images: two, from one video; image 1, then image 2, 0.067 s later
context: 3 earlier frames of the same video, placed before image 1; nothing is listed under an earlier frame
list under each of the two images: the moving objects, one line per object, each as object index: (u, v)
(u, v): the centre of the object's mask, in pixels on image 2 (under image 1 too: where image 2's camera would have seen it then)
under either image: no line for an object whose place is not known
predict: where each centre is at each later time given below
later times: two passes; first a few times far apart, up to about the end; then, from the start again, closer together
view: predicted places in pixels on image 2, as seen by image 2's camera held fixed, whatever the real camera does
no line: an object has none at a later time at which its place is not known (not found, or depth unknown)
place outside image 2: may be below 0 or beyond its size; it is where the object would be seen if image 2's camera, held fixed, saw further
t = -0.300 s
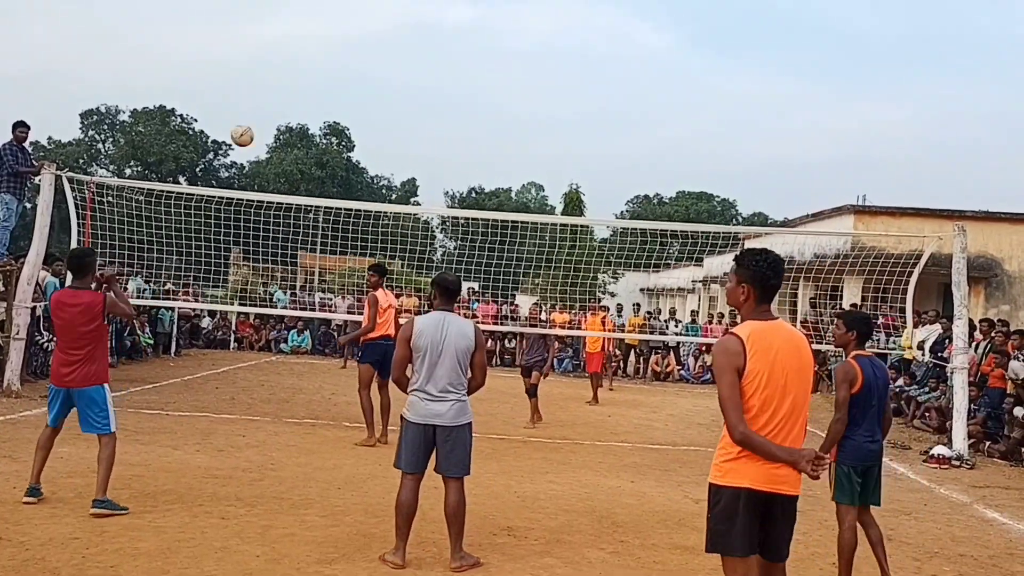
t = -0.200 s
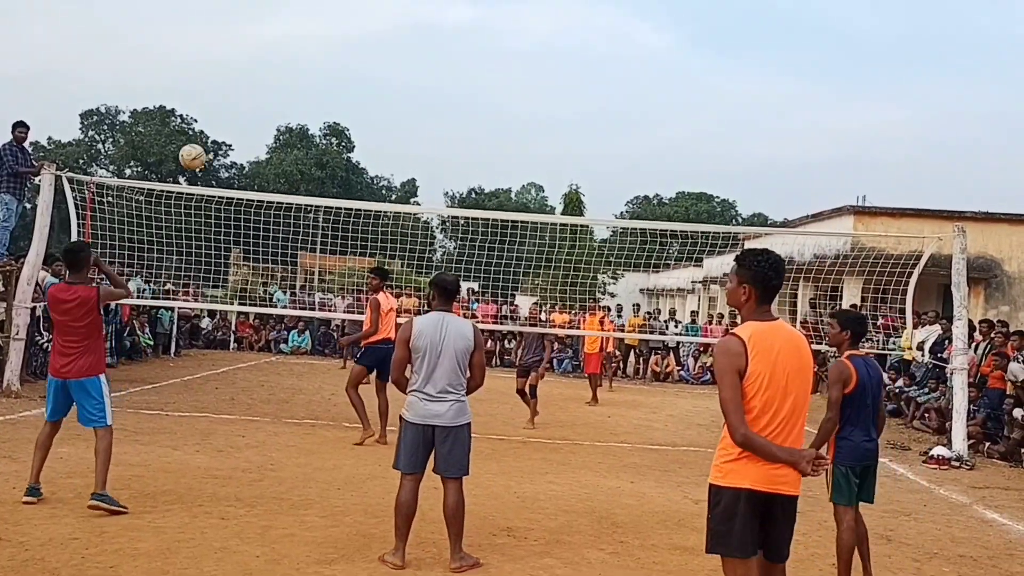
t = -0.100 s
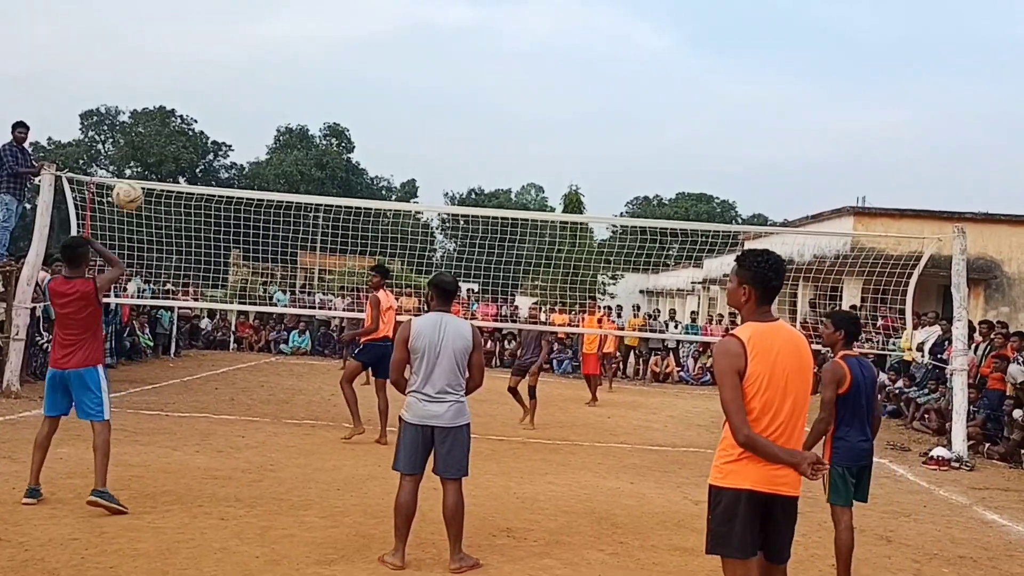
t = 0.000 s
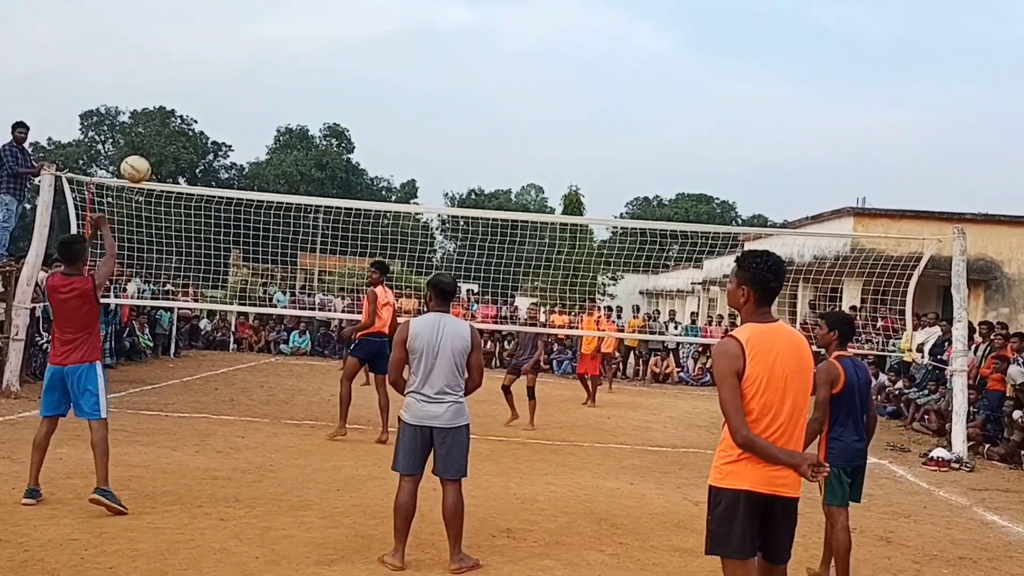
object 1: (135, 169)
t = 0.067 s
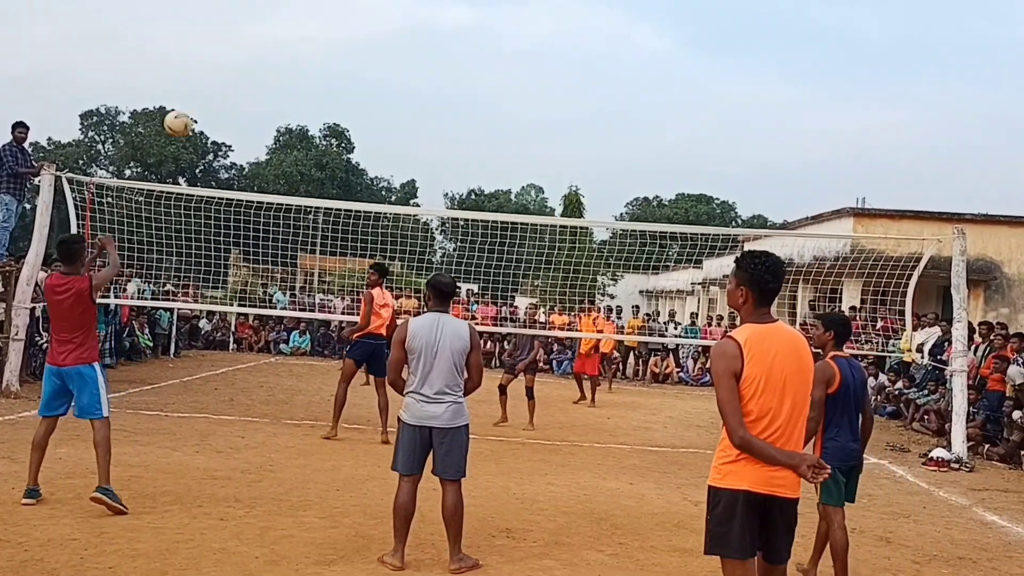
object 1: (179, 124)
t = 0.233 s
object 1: (259, 54)
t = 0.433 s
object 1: (323, 27)
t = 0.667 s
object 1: (370, 42)
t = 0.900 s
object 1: (397, 90)
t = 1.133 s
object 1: (414, 158)
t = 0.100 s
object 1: (197, 105)
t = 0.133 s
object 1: (214, 89)
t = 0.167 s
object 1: (230, 75)
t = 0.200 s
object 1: (245, 64)
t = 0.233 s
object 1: (259, 54)
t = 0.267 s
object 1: (271, 46)
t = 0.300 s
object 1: (283, 40)
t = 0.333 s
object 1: (294, 35)
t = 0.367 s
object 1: (304, 31)
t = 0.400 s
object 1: (314, 28)
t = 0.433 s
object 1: (323, 27)
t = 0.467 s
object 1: (331, 27)
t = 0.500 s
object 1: (339, 27)
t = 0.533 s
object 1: (346, 29)
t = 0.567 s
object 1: (353, 31)
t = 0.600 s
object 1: (359, 34)
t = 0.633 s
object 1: (365, 38)
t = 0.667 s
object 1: (370, 42)
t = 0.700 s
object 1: (375, 47)
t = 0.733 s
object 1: (379, 53)
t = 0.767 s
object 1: (383, 59)
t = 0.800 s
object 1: (387, 66)
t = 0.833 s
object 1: (391, 73)
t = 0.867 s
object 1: (394, 81)
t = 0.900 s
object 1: (397, 90)
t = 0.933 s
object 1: (400, 99)
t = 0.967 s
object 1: (403, 108)
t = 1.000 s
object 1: (406, 117)
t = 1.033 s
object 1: (408, 127)
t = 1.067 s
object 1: (410, 137)
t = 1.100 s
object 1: (412, 147)
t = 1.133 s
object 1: (414, 158)
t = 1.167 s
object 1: (416, 170)
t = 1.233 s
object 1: (418, 193)
